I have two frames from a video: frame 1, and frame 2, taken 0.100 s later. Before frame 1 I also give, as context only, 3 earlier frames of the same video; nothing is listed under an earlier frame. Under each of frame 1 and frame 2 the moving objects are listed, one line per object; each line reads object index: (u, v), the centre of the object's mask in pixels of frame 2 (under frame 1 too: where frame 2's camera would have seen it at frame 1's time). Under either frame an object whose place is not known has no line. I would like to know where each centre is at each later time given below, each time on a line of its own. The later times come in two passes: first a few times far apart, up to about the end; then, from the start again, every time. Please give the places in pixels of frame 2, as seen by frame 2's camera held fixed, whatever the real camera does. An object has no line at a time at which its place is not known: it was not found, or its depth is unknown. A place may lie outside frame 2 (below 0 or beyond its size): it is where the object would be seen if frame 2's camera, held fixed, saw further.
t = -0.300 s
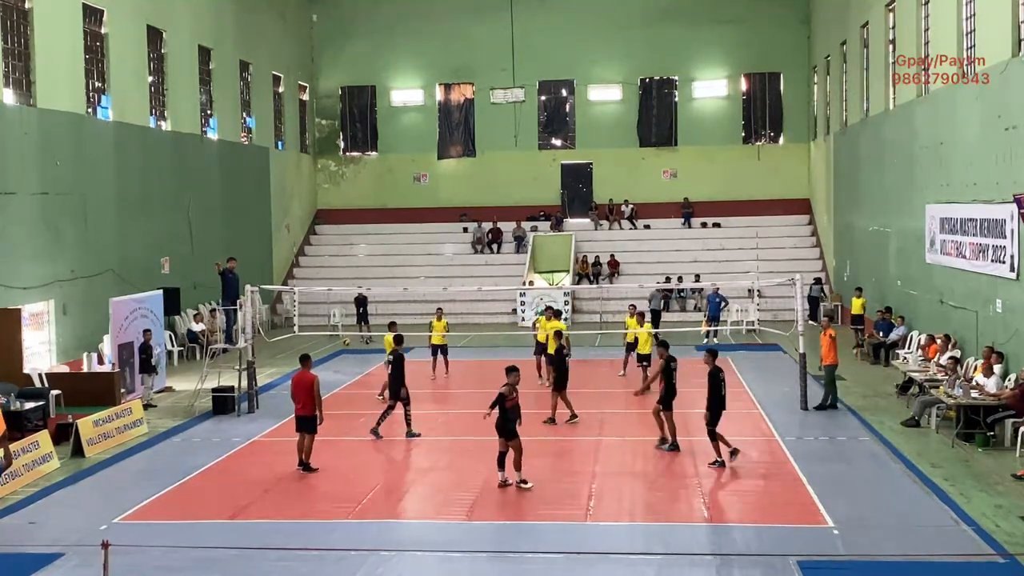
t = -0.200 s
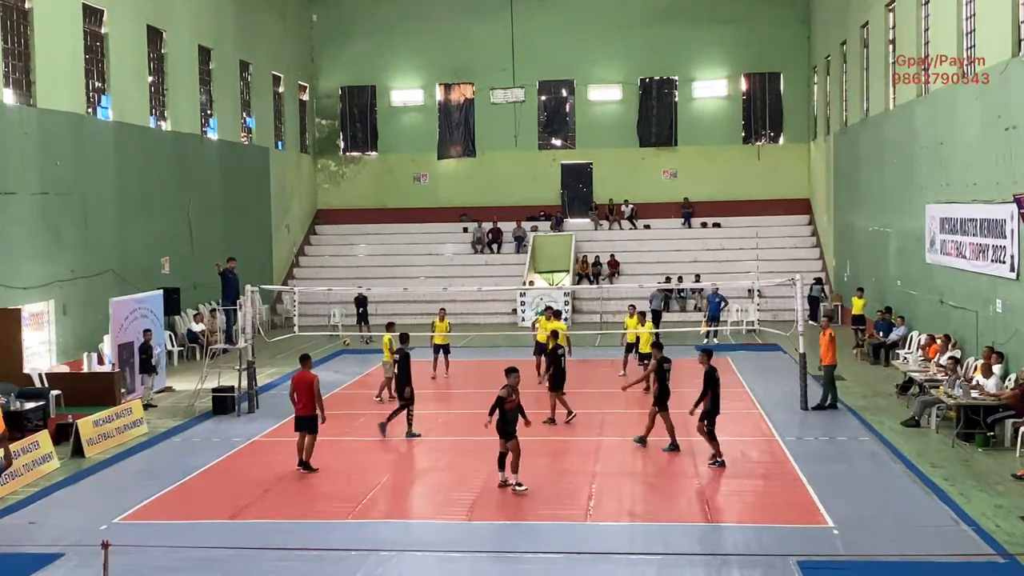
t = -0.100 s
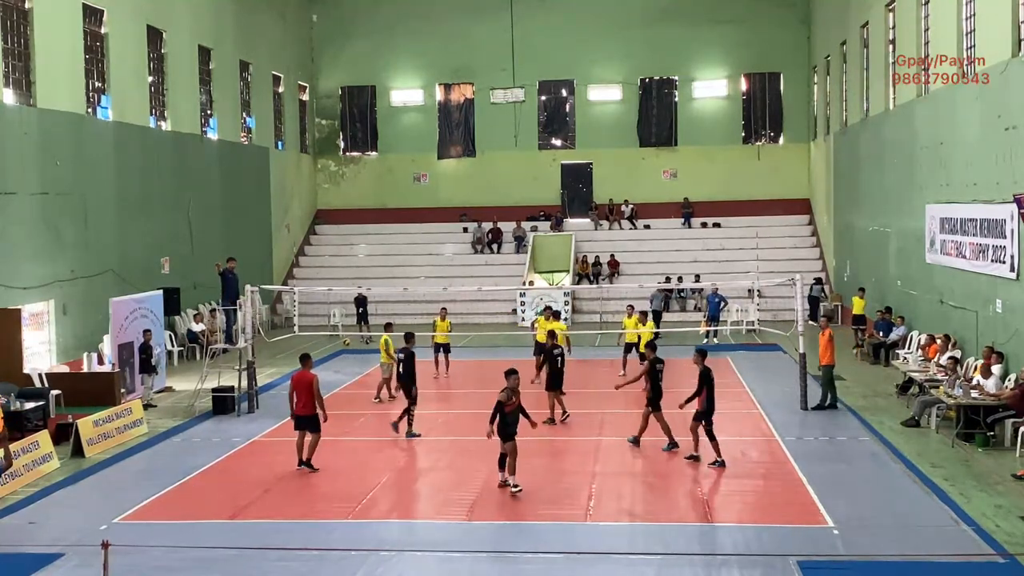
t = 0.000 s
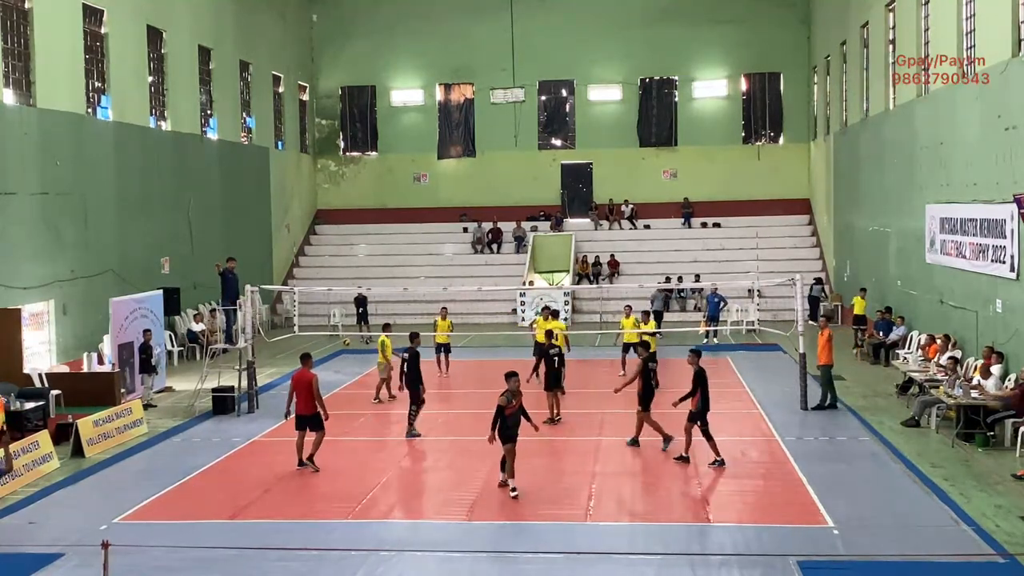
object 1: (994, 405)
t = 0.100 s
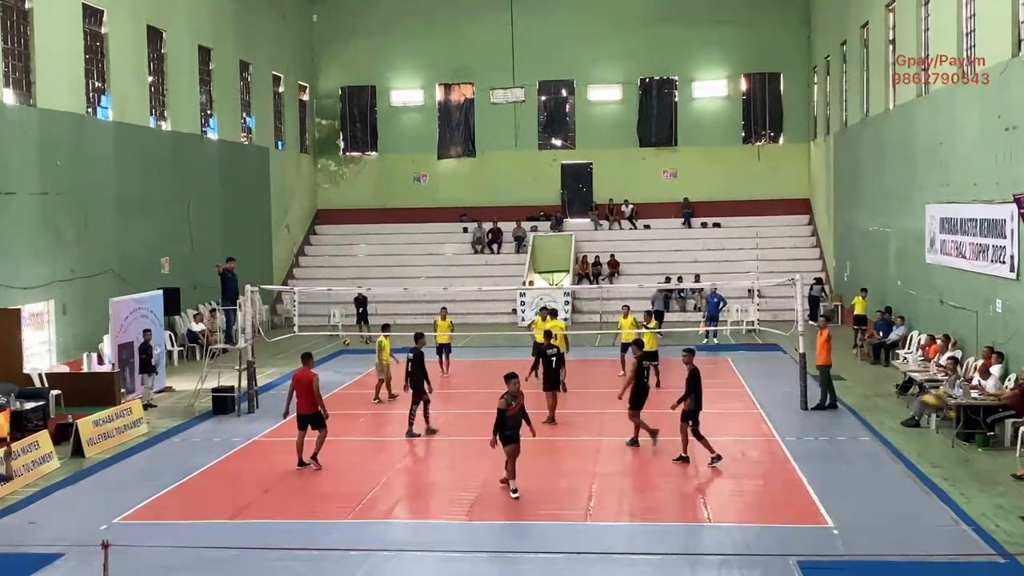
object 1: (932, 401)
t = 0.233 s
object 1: (856, 418)
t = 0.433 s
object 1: (750, 467)
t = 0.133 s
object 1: (914, 403)
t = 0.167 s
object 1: (894, 408)
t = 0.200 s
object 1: (874, 413)
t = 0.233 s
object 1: (856, 418)
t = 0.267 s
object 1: (836, 424)
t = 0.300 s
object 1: (819, 432)
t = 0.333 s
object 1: (801, 440)
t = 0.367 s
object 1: (784, 448)
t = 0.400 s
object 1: (767, 457)
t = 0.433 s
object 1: (750, 467)
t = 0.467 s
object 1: (734, 478)
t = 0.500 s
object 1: (719, 488)
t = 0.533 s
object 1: (704, 499)
